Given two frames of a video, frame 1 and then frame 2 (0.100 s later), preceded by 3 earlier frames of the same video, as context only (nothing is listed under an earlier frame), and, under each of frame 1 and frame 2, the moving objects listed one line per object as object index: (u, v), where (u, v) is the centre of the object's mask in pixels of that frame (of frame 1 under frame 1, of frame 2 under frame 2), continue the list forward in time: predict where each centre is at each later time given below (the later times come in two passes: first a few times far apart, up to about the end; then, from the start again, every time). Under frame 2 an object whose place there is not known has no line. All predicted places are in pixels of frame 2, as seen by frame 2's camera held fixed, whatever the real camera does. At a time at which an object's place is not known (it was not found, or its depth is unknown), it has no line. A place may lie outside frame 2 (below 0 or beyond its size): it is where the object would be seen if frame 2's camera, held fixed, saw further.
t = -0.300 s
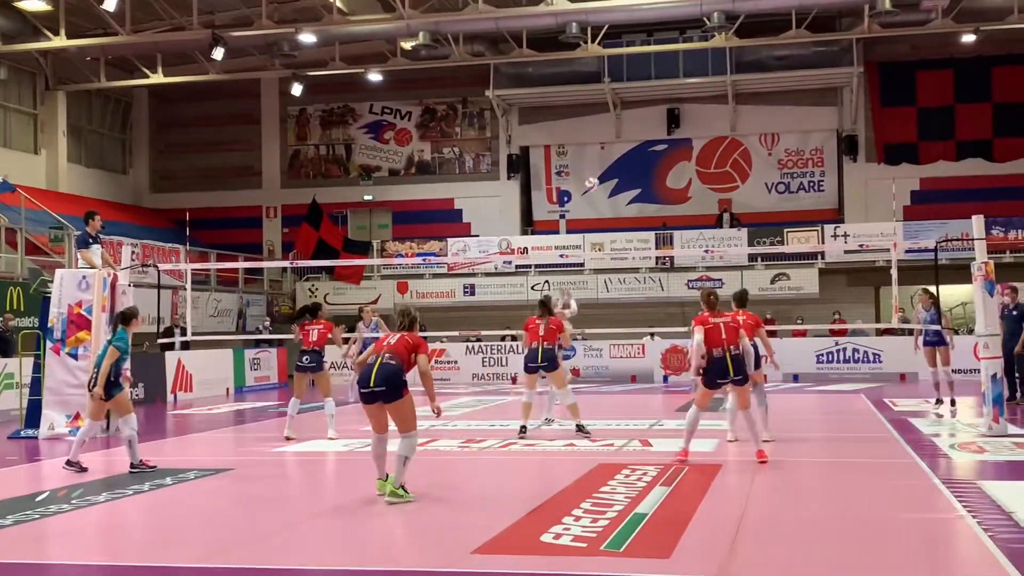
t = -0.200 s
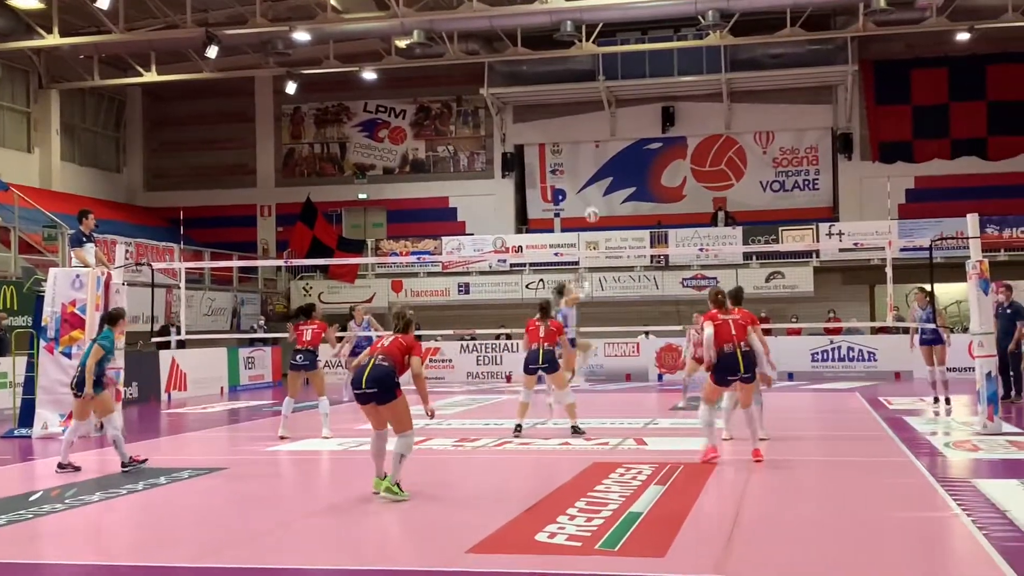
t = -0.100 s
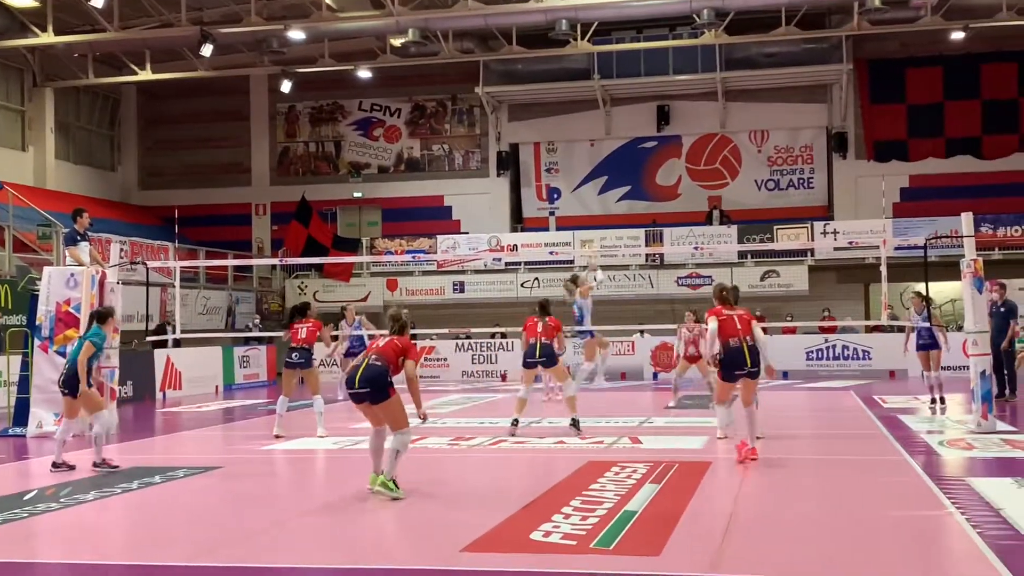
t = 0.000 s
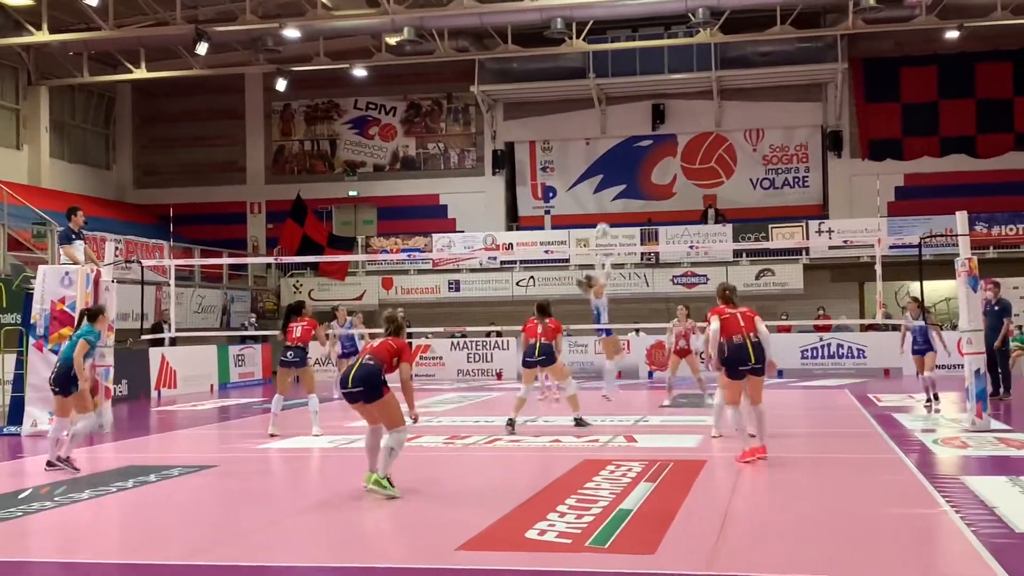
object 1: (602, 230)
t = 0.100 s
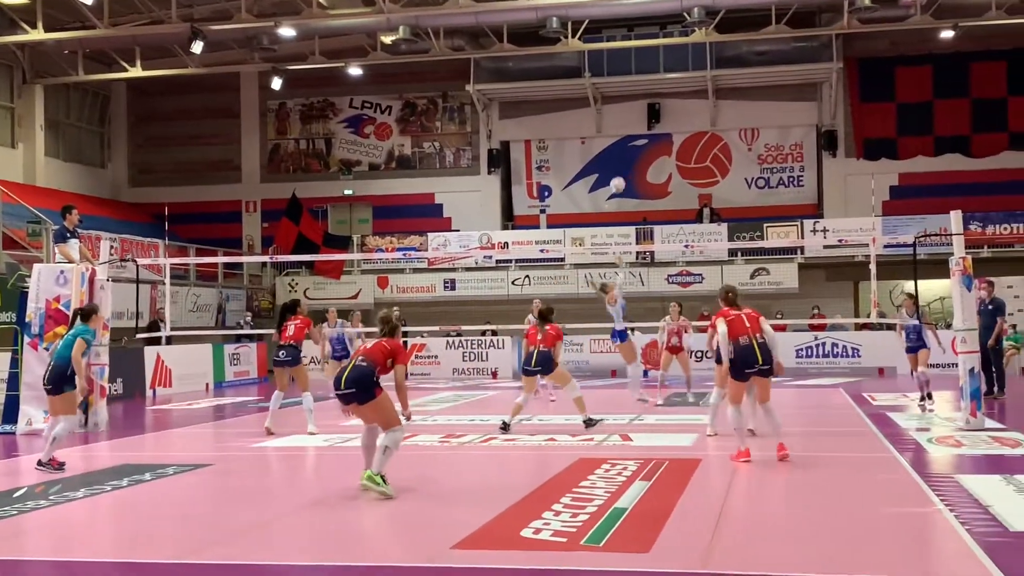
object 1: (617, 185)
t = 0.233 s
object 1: (641, 137)
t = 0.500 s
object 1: (690, 78)
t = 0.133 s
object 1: (623, 172)
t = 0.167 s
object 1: (629, 159)
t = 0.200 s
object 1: (635, 147)
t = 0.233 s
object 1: (641, 137)
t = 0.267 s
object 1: (647, 127)
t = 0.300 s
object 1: (653, 117)
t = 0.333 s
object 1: (659, 109)
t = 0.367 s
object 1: (666, 101)
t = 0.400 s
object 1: (672, 94)
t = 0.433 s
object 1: (678, 88)
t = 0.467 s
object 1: (684, 83)
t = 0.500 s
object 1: (690, 78)
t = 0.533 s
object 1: (695, 74)
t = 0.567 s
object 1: (702, 71)
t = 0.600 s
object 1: (707, 69)
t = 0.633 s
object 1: (713, 67)
